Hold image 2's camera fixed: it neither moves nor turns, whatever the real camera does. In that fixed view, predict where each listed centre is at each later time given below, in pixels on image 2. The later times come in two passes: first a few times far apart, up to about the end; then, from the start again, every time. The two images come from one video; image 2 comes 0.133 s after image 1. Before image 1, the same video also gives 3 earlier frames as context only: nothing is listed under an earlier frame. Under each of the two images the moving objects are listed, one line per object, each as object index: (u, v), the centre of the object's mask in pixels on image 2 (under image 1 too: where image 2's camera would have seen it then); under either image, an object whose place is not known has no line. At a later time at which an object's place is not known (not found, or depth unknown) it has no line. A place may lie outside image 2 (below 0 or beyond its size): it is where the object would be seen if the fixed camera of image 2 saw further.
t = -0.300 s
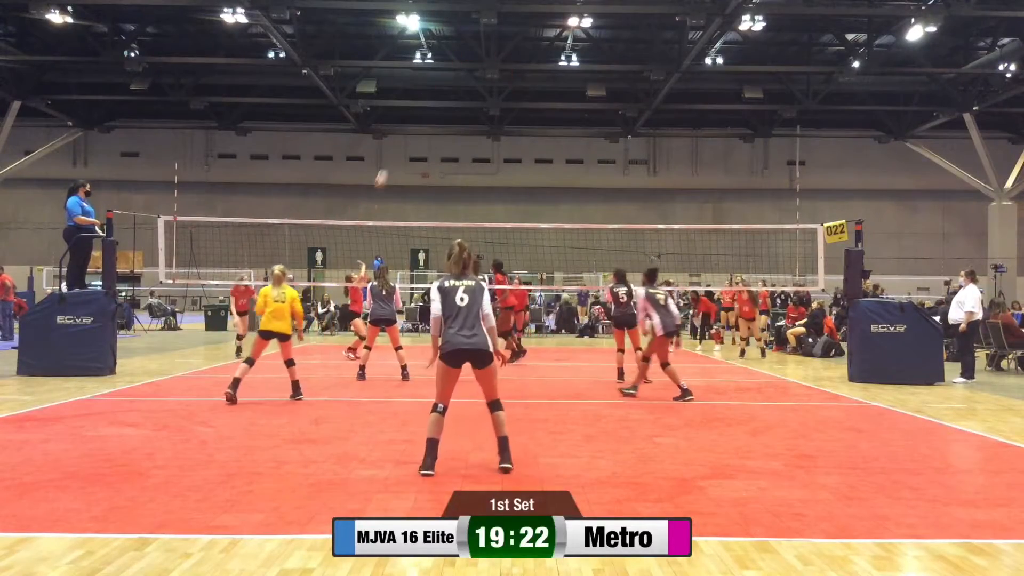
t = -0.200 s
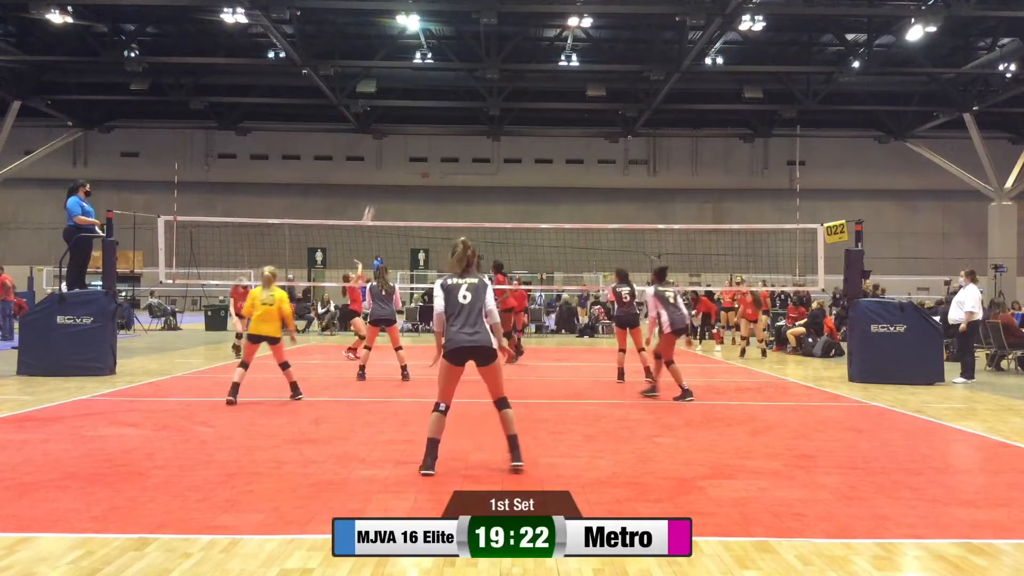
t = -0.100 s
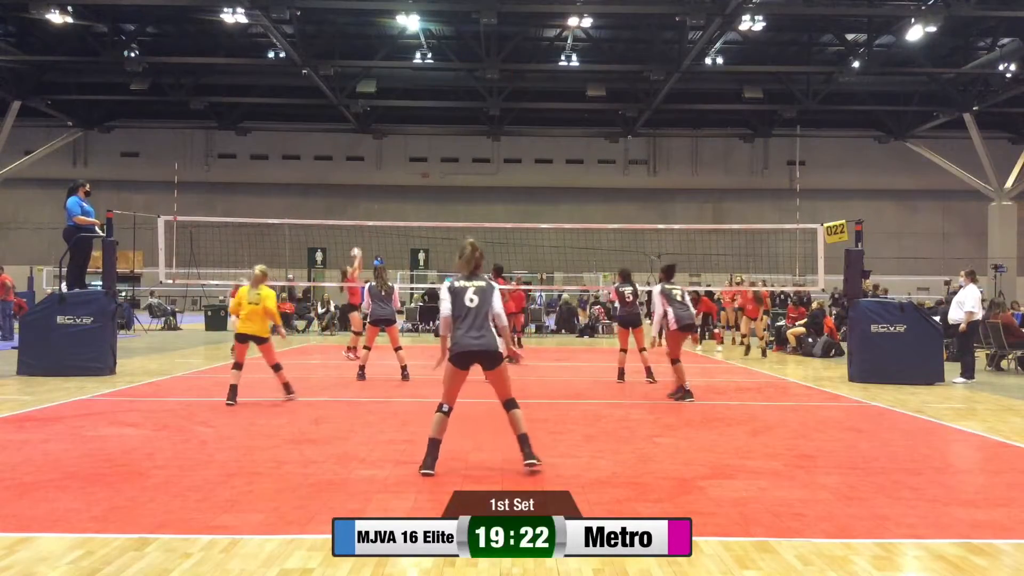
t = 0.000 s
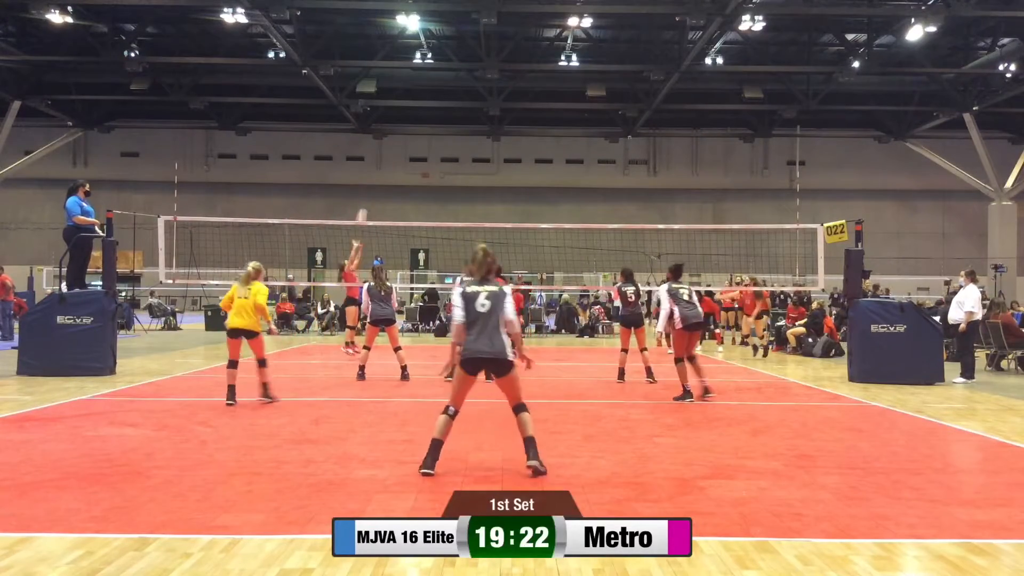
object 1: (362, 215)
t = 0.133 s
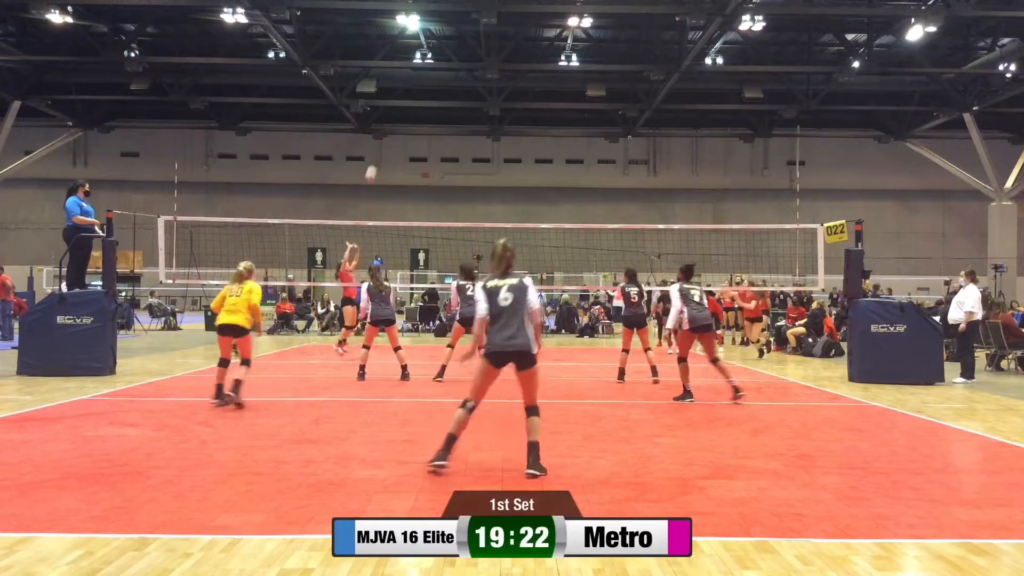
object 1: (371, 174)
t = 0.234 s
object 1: (378, 149)
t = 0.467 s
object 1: (394, 109)
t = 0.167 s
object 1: (373, 165)
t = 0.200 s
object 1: (376, 156)
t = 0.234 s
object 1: (378, 149)
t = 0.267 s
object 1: (380, 141)
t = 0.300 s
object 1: (383, 135)
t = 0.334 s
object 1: (385, 128)
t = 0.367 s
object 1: (387, 122)
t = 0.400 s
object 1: (390, 117)
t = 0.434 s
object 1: (392, 112)
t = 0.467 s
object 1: (394, 109)
